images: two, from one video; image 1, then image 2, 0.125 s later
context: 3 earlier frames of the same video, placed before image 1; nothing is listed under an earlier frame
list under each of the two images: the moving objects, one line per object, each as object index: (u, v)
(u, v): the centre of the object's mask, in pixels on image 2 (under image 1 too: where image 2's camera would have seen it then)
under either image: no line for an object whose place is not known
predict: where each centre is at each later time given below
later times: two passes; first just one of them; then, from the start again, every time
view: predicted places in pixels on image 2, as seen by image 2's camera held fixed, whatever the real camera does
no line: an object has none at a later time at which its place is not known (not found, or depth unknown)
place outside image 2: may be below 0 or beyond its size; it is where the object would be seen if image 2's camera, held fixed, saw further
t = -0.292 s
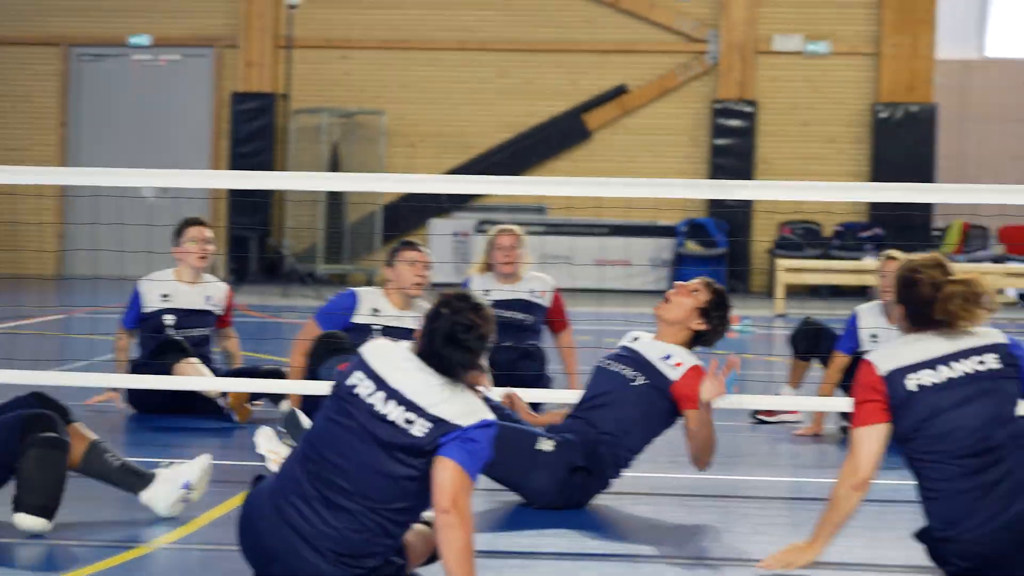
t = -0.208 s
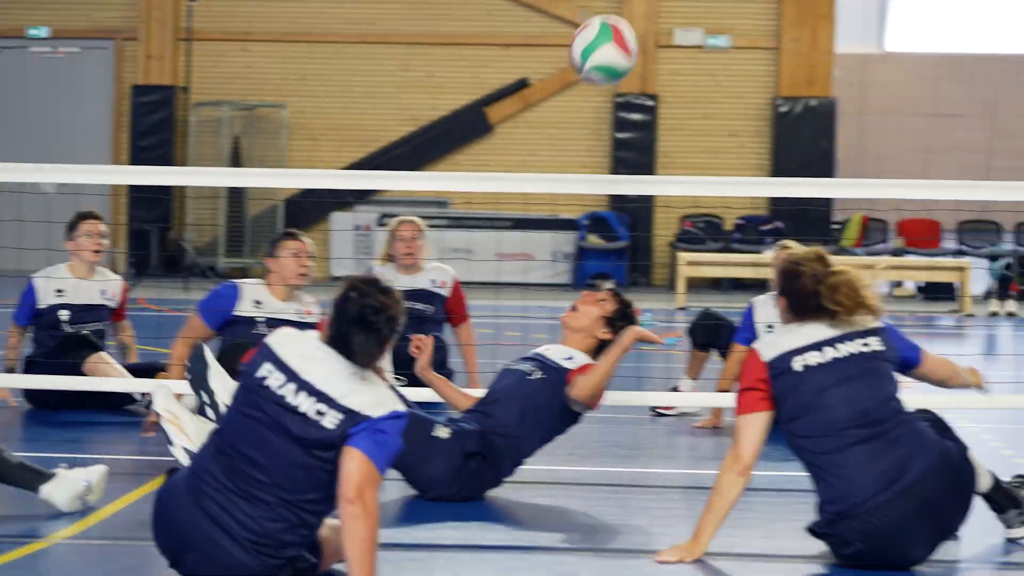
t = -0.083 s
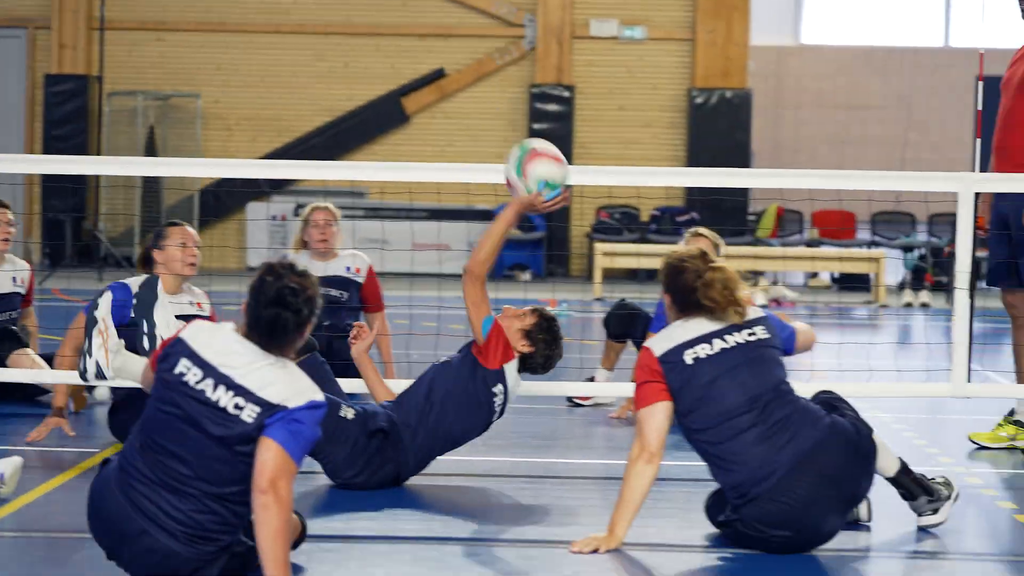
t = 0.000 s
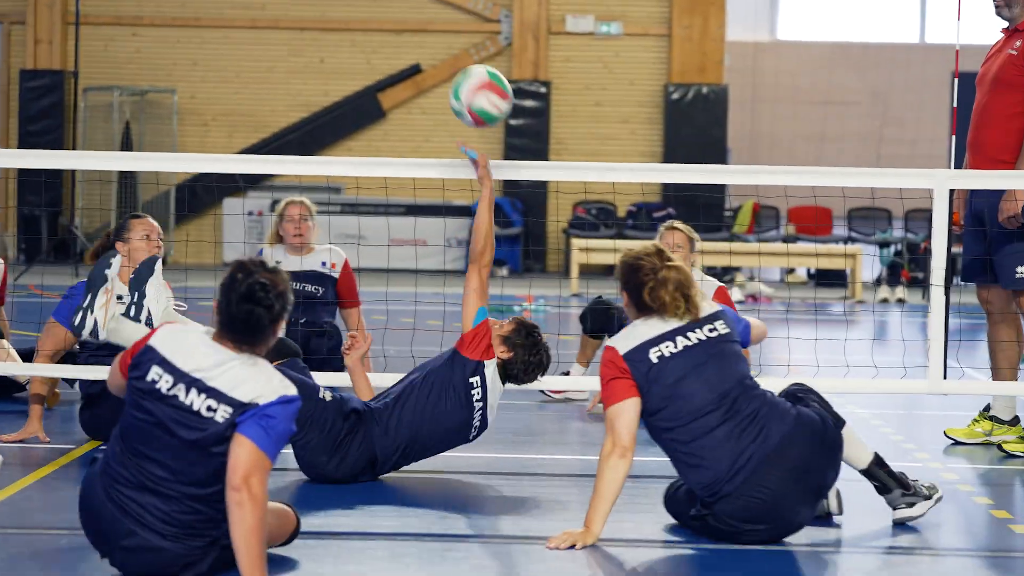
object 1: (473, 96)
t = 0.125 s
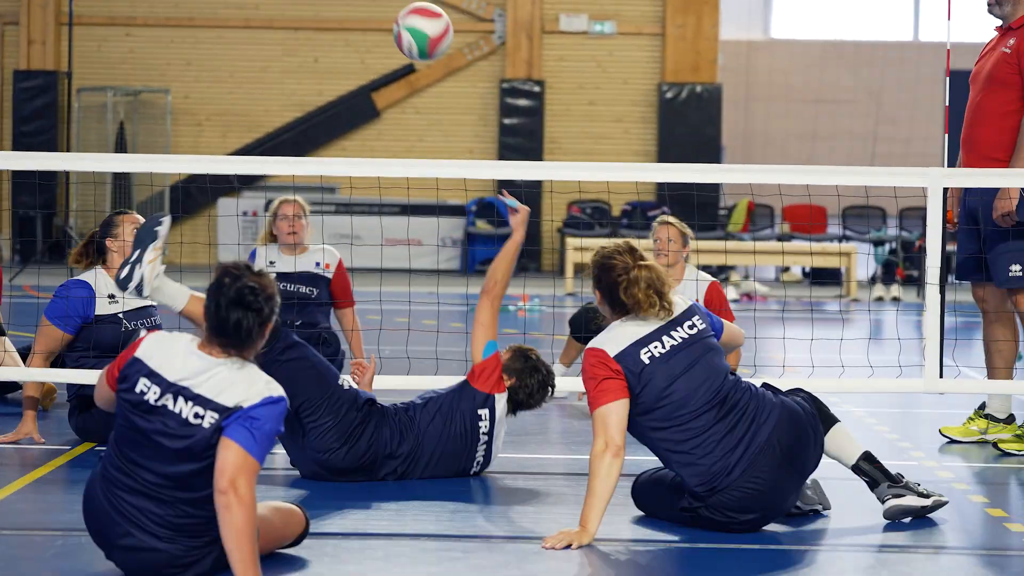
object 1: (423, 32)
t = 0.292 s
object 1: (356, 15)
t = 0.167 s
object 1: (406, 23)
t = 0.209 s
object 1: (391, 18)
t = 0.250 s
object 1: (376, 16)
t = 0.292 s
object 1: (356, 15)
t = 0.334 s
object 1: (343, 20)
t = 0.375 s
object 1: (333, 33)
